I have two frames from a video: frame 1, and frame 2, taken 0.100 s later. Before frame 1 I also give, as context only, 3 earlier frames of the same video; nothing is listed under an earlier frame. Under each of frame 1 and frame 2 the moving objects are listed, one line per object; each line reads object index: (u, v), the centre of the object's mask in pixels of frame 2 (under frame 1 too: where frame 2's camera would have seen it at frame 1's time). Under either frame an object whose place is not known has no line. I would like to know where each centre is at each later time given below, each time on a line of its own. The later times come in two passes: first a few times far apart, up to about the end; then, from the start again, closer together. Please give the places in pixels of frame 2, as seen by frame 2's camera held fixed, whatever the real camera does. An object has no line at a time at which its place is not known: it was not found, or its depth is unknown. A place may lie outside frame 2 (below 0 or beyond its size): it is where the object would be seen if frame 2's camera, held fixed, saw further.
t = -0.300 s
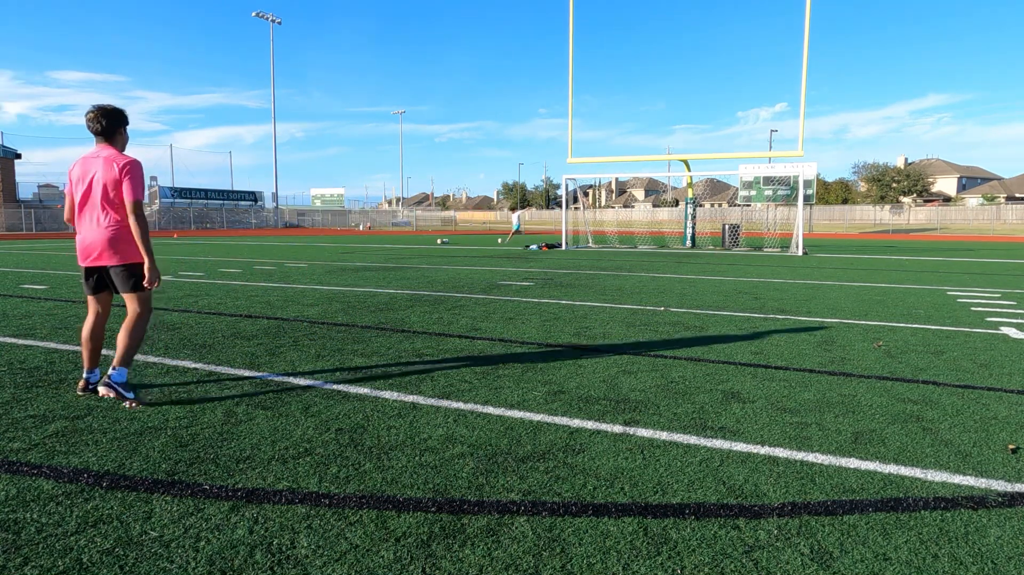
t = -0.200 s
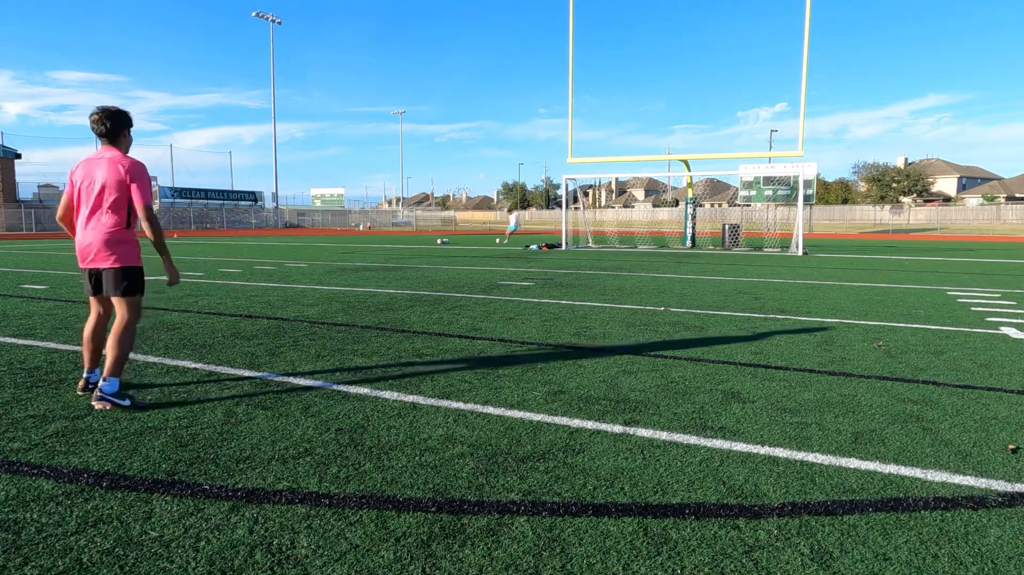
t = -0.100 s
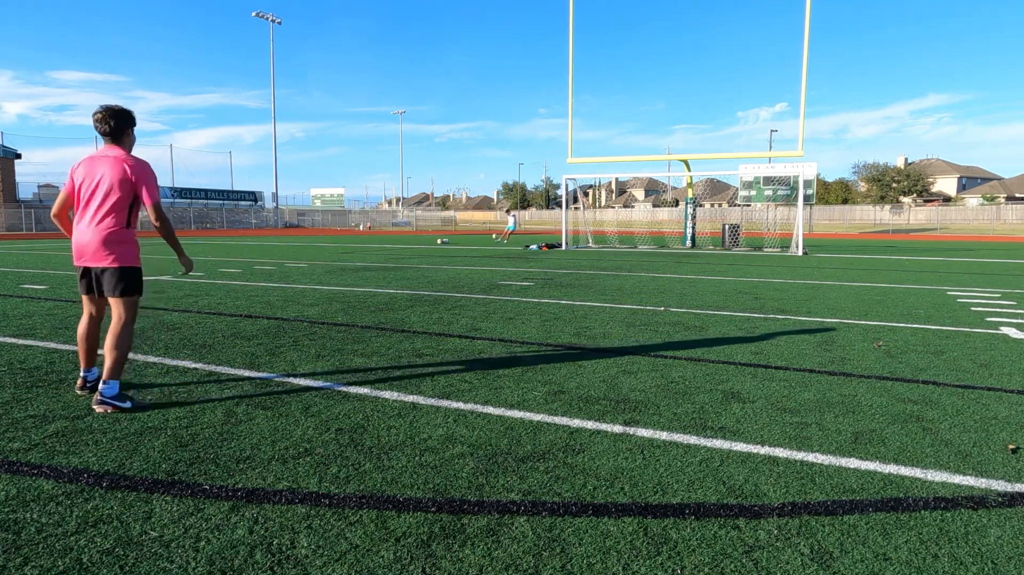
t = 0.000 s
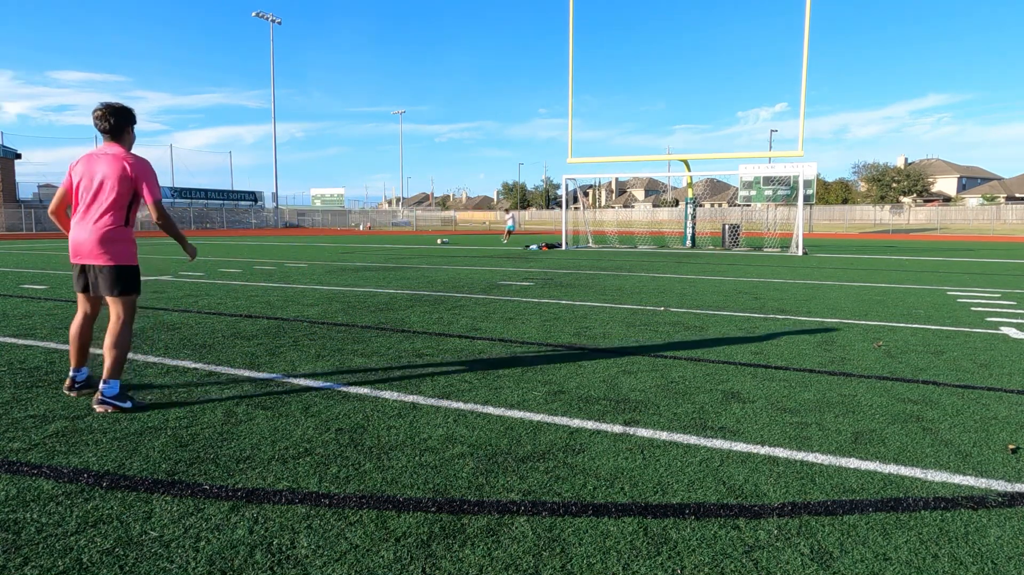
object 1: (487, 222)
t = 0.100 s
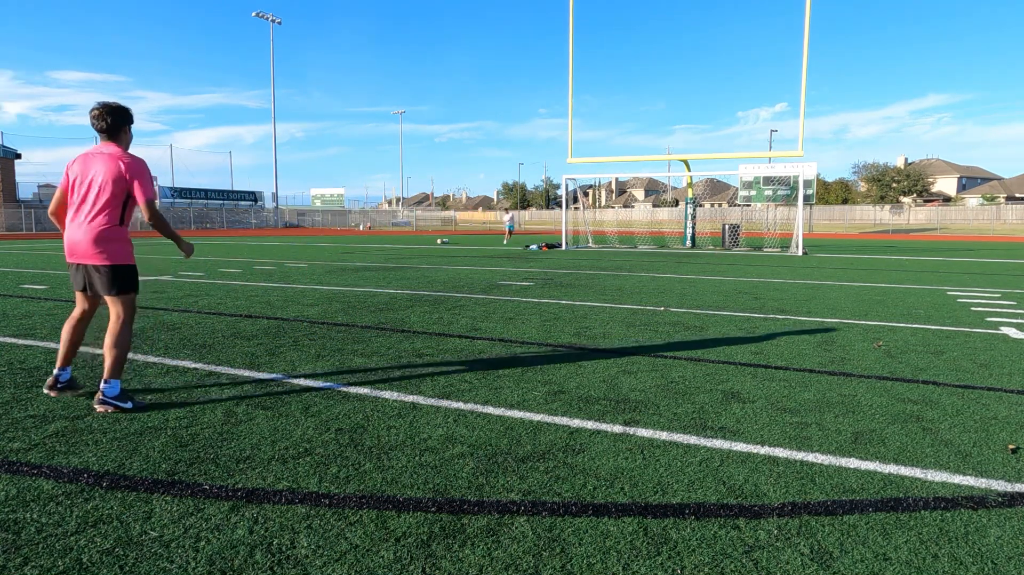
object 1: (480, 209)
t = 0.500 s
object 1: (445, 164)
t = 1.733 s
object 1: (174, 268)
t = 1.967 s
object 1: (120, 225)
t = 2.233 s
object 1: (53, 232)
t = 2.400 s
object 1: (9, 278)
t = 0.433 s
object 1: (452, 170)
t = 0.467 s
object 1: (449, 167)
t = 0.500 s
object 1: (445, 164)
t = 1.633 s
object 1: (196, 289)
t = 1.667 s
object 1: (187, 288)
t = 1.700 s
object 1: (181, 278)
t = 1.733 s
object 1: (174, 268)
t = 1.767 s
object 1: (167, 261)
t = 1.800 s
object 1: (160, 252)
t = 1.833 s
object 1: (152, 246)
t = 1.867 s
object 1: (145, 238)
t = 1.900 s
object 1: (137, 234)
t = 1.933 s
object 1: (130, 229)
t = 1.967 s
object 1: (120, 225)
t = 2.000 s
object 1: (112, 222)
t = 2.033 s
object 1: (106, 221)
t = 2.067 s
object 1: (98, 220)
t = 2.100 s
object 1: (88, 220)
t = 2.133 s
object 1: (79, 221)
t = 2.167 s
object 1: (70, 223)
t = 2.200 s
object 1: (60, 228)
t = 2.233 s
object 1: (53, 232)
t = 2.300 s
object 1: (33, 246)
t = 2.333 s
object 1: (23, 254)
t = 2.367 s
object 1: (13, 266)
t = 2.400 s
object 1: (9, 278)
